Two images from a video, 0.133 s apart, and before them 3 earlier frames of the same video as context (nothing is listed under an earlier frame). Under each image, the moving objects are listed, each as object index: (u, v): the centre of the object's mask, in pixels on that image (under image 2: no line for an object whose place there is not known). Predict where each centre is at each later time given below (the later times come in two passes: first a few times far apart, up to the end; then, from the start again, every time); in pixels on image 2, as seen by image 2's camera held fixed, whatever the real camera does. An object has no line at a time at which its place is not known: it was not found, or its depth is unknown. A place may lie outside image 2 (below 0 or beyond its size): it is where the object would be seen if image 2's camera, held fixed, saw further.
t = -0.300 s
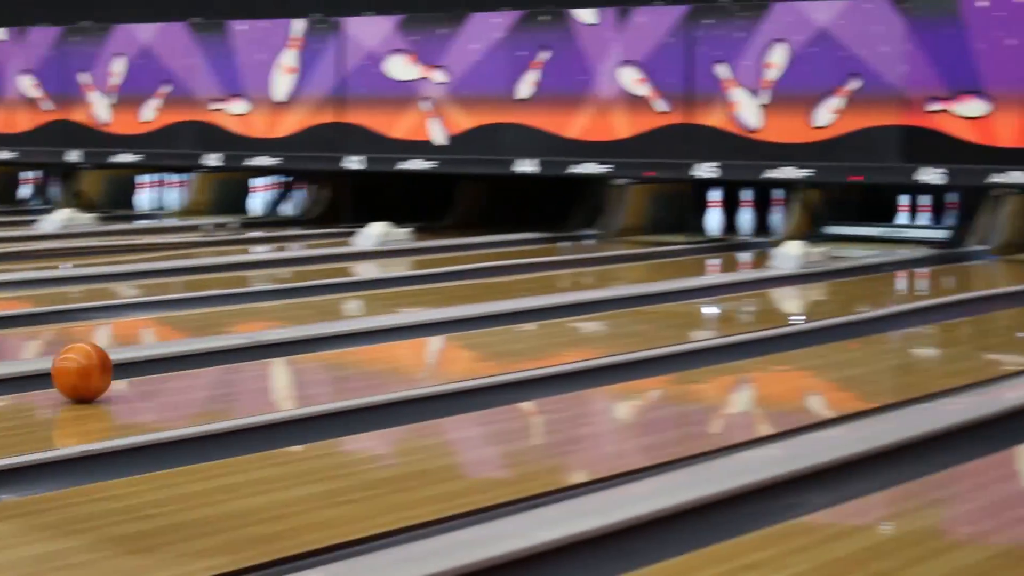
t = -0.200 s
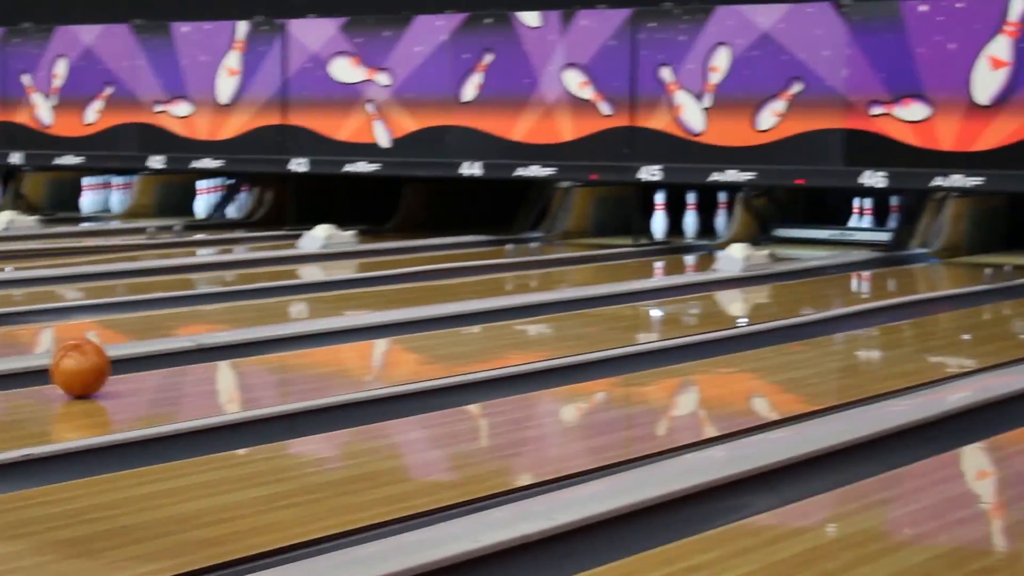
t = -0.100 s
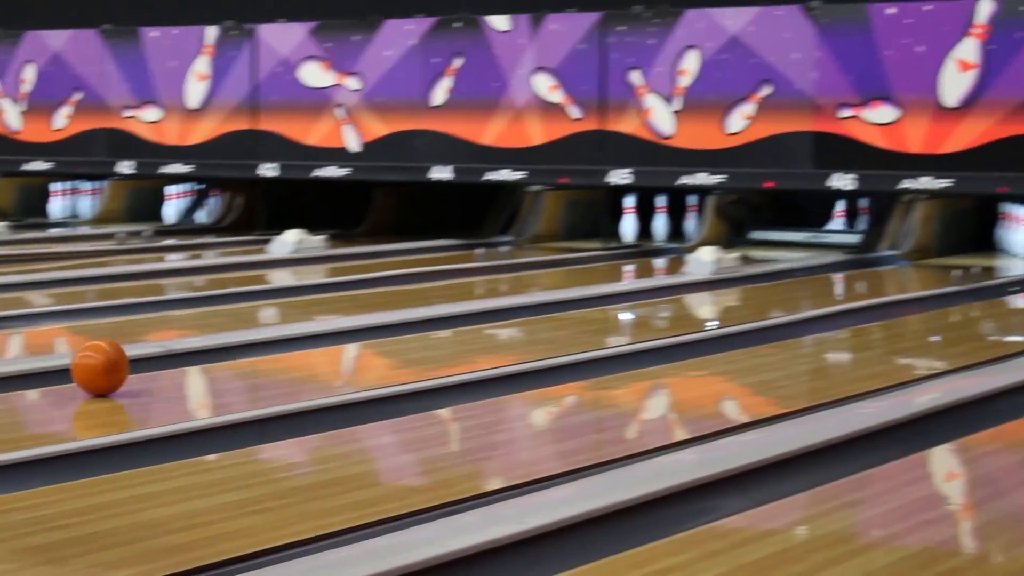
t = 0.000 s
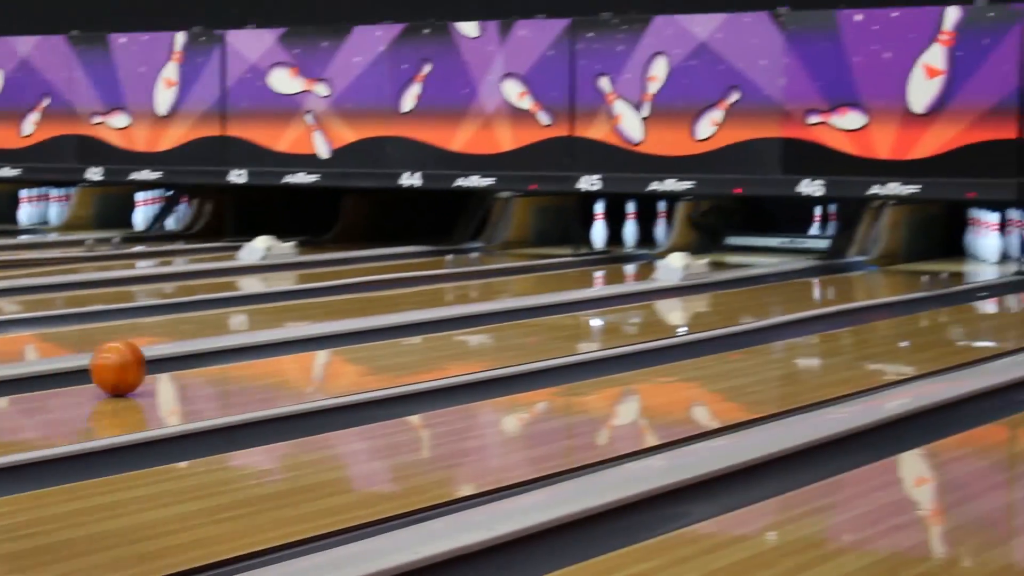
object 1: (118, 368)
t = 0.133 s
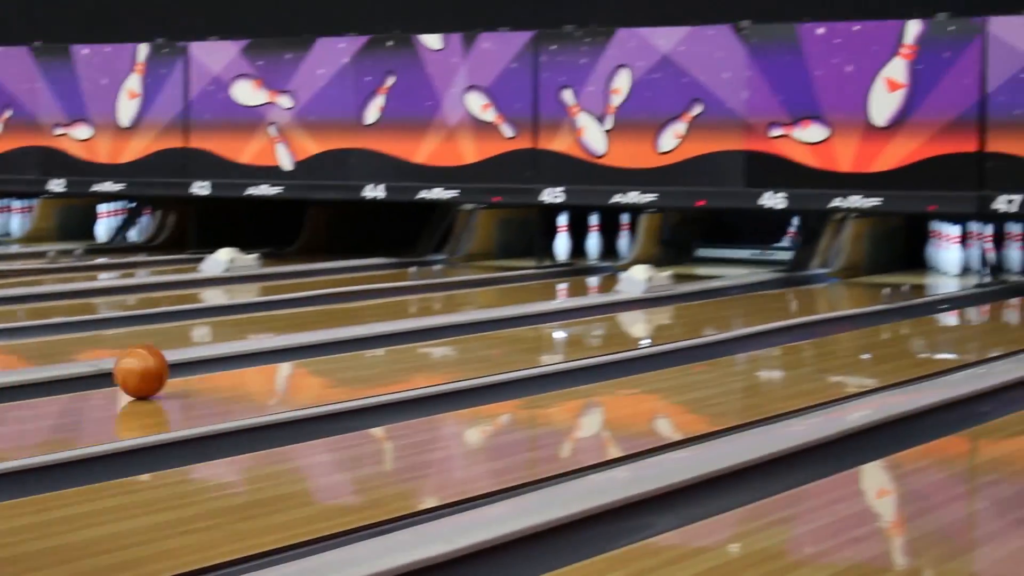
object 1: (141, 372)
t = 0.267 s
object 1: (201, 364)
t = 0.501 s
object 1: (293, 349)
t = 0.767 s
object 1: (383, 333)
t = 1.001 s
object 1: (453, 324)
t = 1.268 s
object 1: (524, 314)
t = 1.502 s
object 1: (580, 307)
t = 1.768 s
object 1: (639, 300)
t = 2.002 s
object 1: (686, 295)
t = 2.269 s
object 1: (737, 289)
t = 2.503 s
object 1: (778, 283)
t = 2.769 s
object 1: (824, 277)
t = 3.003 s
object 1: (861, 272)
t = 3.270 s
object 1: (900, 268)
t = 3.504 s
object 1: (931, 264)
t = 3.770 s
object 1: (943, 261)
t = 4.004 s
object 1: (941, 260)
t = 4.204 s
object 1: (938, 258)
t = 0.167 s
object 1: (156, 371)
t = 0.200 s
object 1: (172, 367)
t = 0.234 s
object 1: (186, 365)
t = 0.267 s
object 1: (201, 364)
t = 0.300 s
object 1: (215, 361)
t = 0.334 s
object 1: (229, 358)
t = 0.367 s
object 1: (242, 357)
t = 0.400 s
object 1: (256, 355)
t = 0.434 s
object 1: (268, 353)
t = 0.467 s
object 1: (281, 351)
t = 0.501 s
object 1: (293, 349)
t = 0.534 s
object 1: (305, 347)
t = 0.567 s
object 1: (317, 345)
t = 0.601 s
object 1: (328, 342)
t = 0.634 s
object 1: (339, 341)
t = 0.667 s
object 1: (350, 339)
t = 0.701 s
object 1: (362, 337)
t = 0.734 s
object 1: (372, 336)
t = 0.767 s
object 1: (383, 333)
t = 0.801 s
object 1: (393, 331)
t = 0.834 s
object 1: (403, 330)
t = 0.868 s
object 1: (414, 329)
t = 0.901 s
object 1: (424, 328)
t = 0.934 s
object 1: (433, 326)
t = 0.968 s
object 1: (444, 325)
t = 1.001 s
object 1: (453, 324)
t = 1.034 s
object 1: (462, 323)
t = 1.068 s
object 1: (471, 322)
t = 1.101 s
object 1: (480, 320)
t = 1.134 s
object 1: (489, 319)
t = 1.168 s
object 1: (498, 318)
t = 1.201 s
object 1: (507, 317)
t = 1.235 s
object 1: (515, 316)
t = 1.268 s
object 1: (524, 314)
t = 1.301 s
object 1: (532, 314)
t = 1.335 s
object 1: (540, 312)
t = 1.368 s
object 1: (548, 311)
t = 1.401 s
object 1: (556, 310)
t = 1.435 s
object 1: (564, 309)
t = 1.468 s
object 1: (572, 308)
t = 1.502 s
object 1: (580, 307)
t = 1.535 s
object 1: (588, 307)
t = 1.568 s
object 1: (595, 306)
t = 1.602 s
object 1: (602, 305)
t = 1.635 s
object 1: (610, 304)
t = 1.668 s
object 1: (617, 303)
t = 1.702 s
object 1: (624, 302)
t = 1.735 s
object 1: (632, 301)
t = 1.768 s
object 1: (639, 300)
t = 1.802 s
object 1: (646, 300)
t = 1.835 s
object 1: (653, 299)
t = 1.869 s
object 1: (660, 298)
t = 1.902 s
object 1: (666, 297)
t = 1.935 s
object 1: (673, 296)
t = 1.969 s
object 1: (680, 296)
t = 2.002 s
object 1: (686, 295)
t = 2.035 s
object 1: (693, 294)
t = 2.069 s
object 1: (700, 293)
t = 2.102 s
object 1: (706, 292)
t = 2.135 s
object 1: (712, 292)
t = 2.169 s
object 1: (718, 291)
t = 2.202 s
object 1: (724, 291)
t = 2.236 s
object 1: (731, 290)
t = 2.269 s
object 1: (737, 289)
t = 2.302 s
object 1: (743, 288)
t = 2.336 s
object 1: (749, 287)
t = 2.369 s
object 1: (755, 287)
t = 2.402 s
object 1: (761, 286)
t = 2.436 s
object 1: (767, 285)
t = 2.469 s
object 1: (772, 284)
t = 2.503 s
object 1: (778, 283)
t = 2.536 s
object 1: (783, 282)
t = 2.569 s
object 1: (789, 282)
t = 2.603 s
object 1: (796, 281)
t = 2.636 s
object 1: (802, 281)
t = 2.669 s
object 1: (807, 279)
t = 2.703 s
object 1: (813, 279)
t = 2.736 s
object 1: (819, 278)
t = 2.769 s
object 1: (824, 277)
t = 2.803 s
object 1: (830, 276)
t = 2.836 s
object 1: (835, 275)
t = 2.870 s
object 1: (841, 275)
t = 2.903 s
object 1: (846, 274)
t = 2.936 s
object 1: (851, 274)
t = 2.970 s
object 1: (856, 273)
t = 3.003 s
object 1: (861, 272)
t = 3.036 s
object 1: (866, 272)
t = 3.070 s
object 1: (871, 271)
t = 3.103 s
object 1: (876, 270)
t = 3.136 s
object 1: (880, 270)
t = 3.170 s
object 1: (885, 269)
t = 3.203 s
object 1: (890, 269)
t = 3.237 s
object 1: (895, 268)
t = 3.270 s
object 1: (900, 268)
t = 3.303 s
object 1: (904, 267)
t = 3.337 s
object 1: (909, 267)
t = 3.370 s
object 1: (913, 266)
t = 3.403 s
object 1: (918, 266)
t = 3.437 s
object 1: (922, 265)
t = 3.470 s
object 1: (926, 264)
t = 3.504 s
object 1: (931, 264)
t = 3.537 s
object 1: (935, 263)
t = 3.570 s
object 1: (939, 263)
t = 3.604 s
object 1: (941, 262)
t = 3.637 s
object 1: (943, 262)
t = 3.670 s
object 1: (943, 262)
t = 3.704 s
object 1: (944, 262)
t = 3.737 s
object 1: (944, 262)
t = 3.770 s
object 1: (943, 261)
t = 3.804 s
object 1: (942, 261)
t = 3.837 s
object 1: (942, 262)
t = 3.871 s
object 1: (942, 261)
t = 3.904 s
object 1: (942, 260)
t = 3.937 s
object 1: (942, 260)
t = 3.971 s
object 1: (941, 260)
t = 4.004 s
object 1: (941, 260)
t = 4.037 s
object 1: (941, 259)
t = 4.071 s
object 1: (940, 259)
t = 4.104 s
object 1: (939, 259)
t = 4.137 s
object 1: (939, 259)
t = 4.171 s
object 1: (939, 258)
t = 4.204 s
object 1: (938, 258)
